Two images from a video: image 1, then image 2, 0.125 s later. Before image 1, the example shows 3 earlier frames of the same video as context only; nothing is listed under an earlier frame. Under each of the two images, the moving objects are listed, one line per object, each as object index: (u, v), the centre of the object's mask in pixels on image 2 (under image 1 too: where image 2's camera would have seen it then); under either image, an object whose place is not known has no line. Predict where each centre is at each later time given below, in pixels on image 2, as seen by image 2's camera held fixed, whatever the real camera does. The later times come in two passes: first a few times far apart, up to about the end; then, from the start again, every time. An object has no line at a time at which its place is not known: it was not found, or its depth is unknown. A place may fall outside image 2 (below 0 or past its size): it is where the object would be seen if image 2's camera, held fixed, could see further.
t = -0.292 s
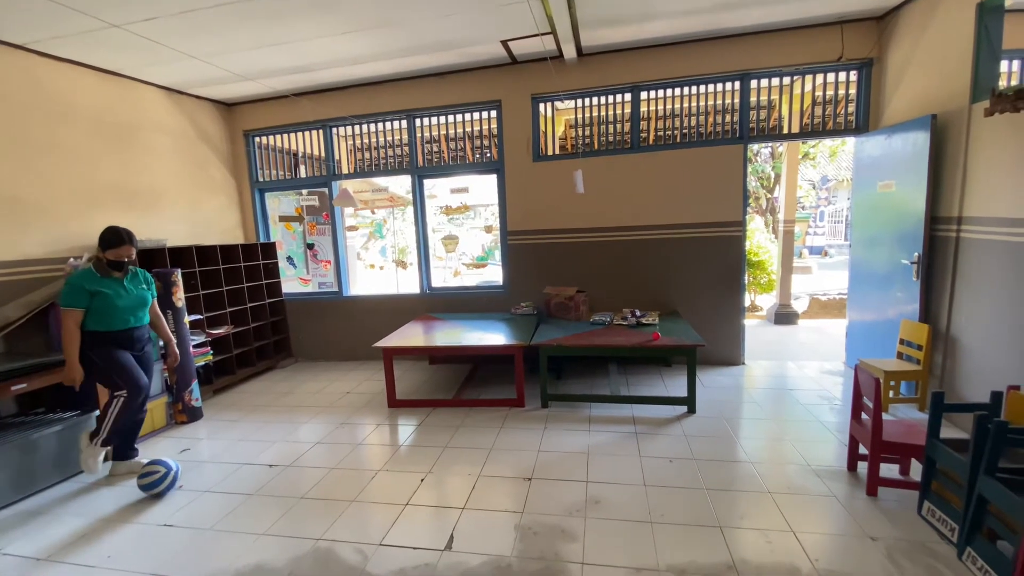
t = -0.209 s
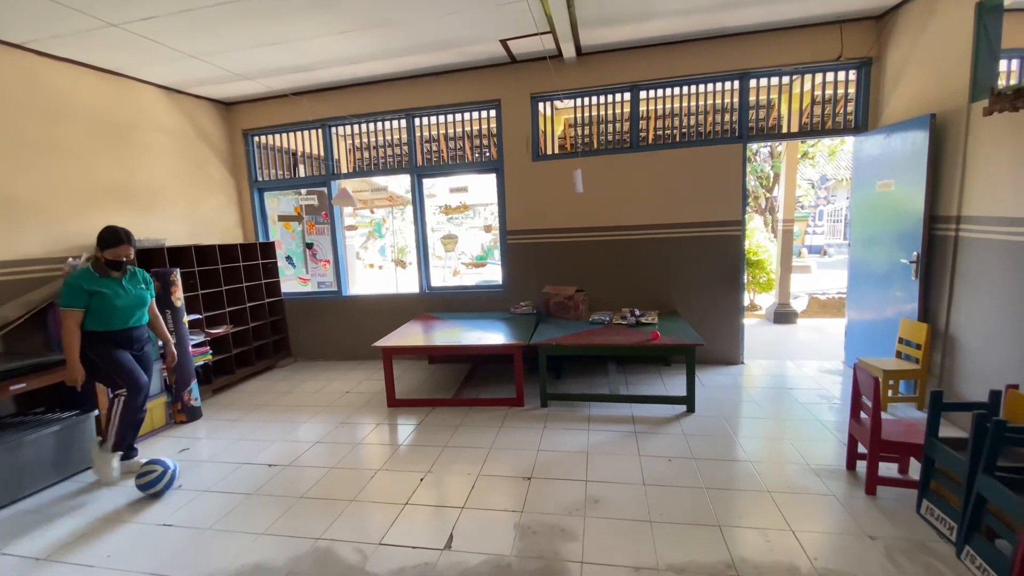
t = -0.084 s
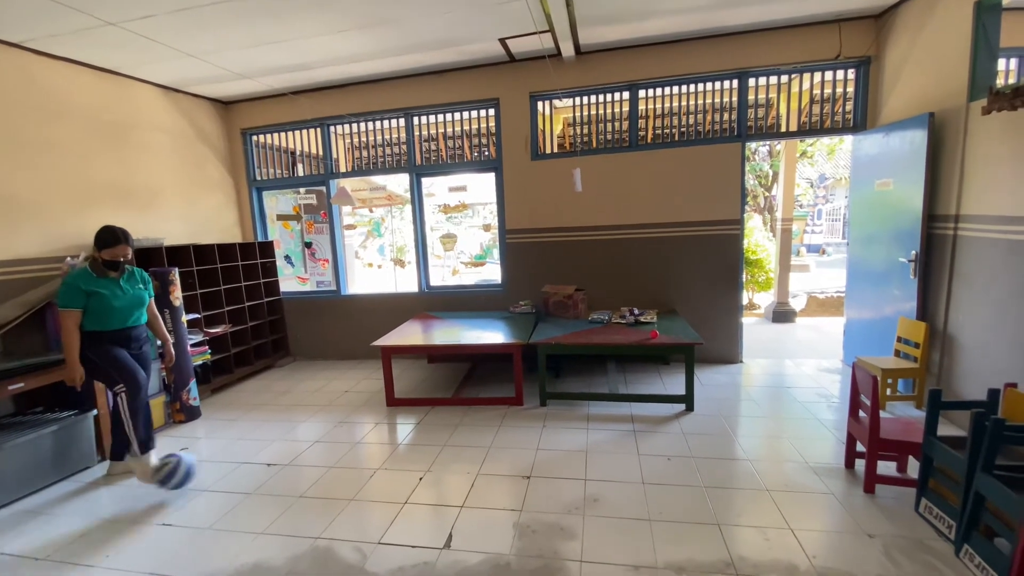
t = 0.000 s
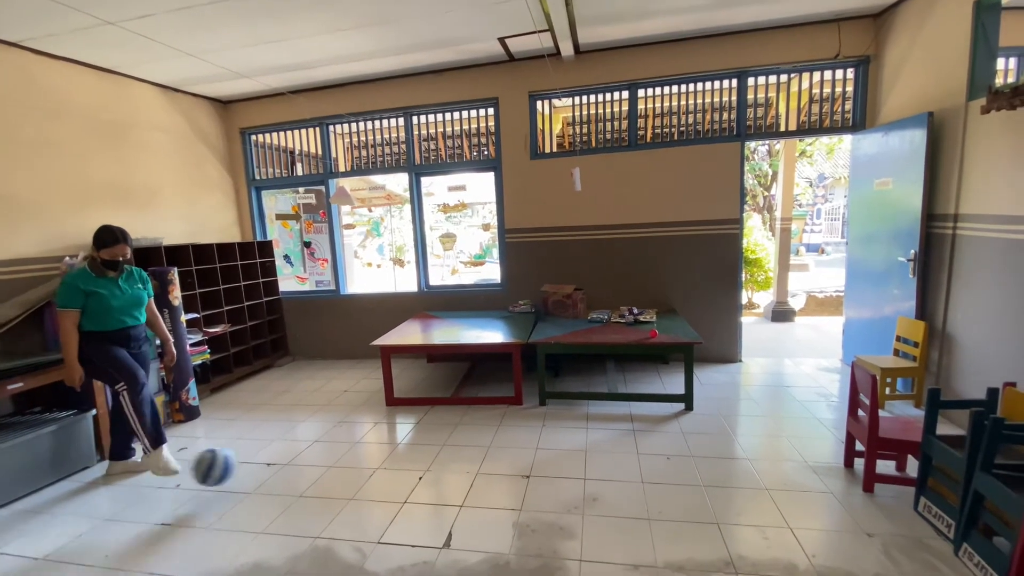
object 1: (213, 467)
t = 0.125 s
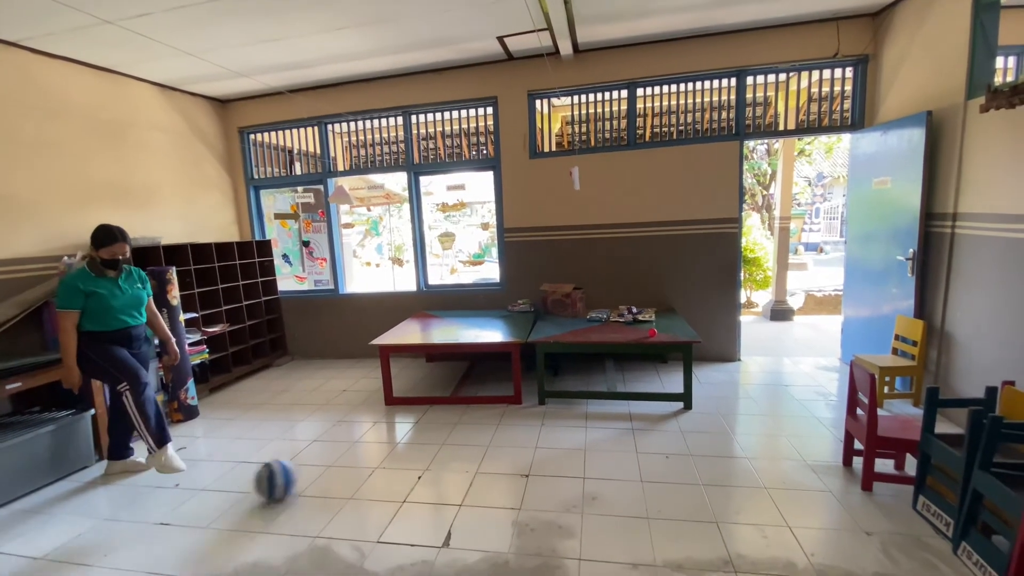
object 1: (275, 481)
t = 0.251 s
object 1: (321, 475)
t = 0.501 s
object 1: (389, 485)
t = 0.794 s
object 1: (453, 490)
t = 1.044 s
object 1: (509, 495)
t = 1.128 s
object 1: (527, 498)
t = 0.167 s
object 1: (290, 477)
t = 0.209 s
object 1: (306, 474)
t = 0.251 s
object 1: (321, 475)
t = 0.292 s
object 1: (337, 479)
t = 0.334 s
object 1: (351, 484)
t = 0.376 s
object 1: (360, 481)
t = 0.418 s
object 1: (370, 481)
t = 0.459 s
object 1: (379, 485)
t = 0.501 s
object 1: (389, 485)
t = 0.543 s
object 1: (398, 484)
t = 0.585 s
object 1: (407, 486)
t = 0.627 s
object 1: (415, 487)
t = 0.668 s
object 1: (425, 487)
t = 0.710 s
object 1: (435, 489)
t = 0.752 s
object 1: (445, 489)
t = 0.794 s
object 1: (453, 490)
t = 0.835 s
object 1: (463, 490)
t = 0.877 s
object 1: (472, 491)
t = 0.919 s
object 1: (481, 493)
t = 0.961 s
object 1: (490, 494)
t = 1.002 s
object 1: (500, 495)
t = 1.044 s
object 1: (509, 495)
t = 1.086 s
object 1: (518, 497)
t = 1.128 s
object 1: (527, 498)
